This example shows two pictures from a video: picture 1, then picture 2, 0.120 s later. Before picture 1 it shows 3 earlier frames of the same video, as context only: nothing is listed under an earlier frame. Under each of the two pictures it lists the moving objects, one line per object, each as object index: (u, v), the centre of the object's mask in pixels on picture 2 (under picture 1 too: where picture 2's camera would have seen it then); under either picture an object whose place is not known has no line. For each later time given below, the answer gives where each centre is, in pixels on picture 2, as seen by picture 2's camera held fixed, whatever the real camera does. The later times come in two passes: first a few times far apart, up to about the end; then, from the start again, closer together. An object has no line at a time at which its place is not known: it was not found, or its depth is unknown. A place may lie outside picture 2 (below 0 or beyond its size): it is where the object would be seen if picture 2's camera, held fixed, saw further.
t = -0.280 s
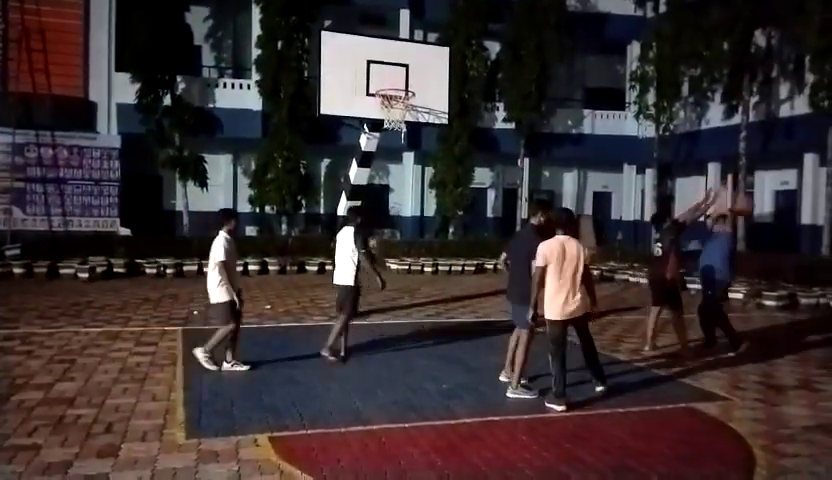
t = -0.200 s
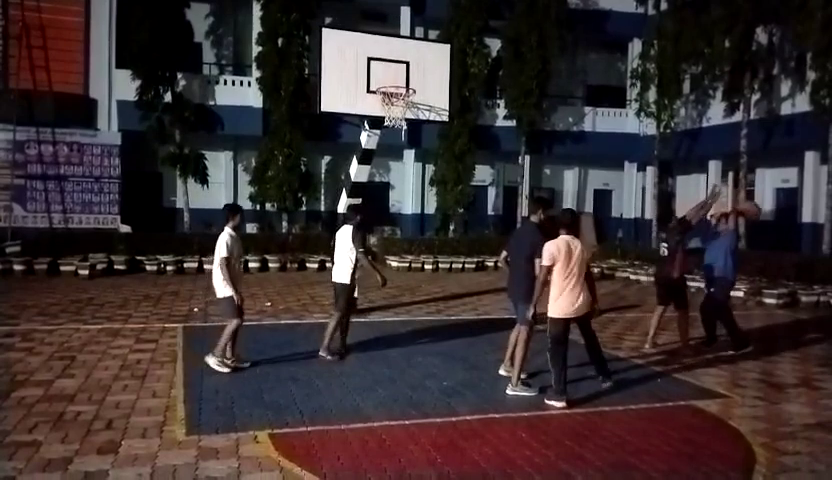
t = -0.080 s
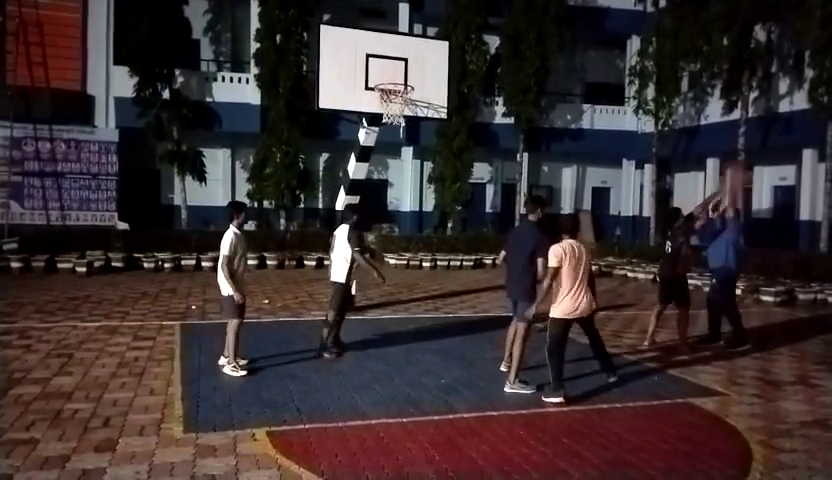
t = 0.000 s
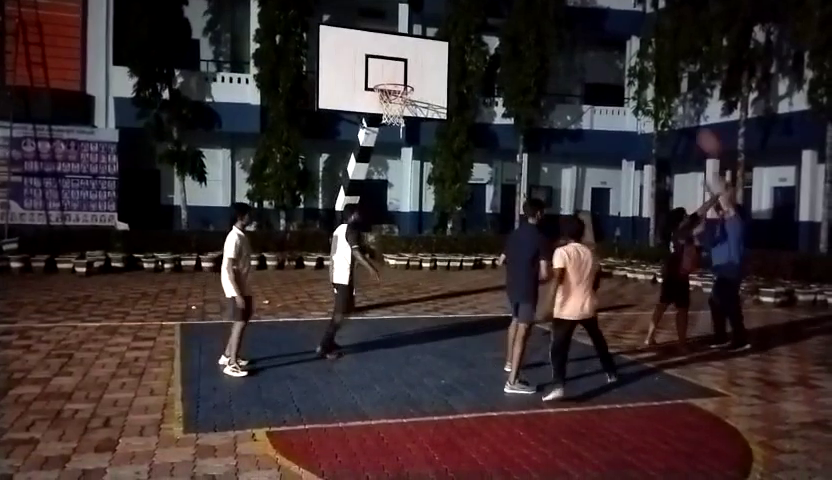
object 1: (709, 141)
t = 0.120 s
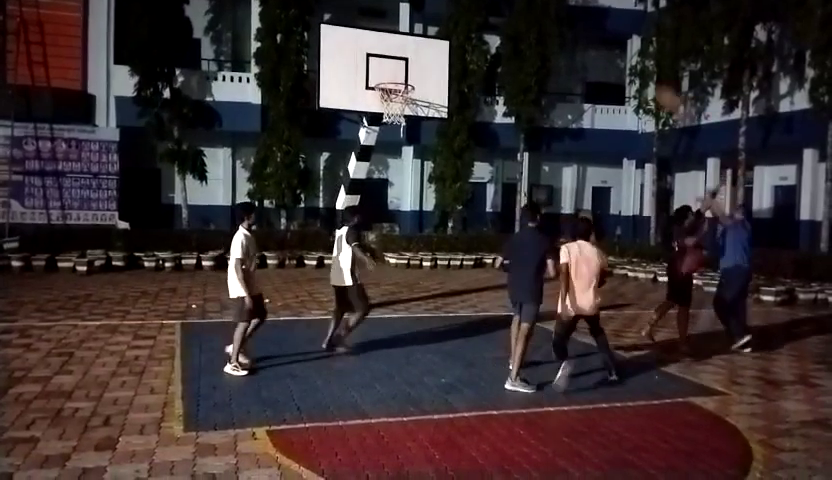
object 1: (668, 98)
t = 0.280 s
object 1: (611, 59)
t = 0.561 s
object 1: (510, 44)
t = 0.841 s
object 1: (416, 95)
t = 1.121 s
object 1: (447, 154)
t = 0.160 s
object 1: (652, 85)
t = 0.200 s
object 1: (639, 76)
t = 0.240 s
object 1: (624, 67)
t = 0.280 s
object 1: (611, 59)
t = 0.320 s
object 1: (595, 53)
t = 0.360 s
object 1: (582, 48)
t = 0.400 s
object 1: (567, 45)
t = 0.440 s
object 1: (553, 43)
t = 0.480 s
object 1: (539, 42)
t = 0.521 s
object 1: (524, 42)
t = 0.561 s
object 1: (510, 44)
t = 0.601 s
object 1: (496, 48)
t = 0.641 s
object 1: (480, 53)
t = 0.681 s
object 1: (466, 58)
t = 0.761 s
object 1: (440, 75)
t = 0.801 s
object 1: (427, 84)
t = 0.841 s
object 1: (416, 95)
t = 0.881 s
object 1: (415, 105)
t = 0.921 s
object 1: (418, 111)
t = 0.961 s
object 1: (424, 118)
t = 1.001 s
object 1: (429, 126)
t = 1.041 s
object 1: (434, 132)
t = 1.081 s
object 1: (441, 143)
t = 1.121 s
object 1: (447, 154)
